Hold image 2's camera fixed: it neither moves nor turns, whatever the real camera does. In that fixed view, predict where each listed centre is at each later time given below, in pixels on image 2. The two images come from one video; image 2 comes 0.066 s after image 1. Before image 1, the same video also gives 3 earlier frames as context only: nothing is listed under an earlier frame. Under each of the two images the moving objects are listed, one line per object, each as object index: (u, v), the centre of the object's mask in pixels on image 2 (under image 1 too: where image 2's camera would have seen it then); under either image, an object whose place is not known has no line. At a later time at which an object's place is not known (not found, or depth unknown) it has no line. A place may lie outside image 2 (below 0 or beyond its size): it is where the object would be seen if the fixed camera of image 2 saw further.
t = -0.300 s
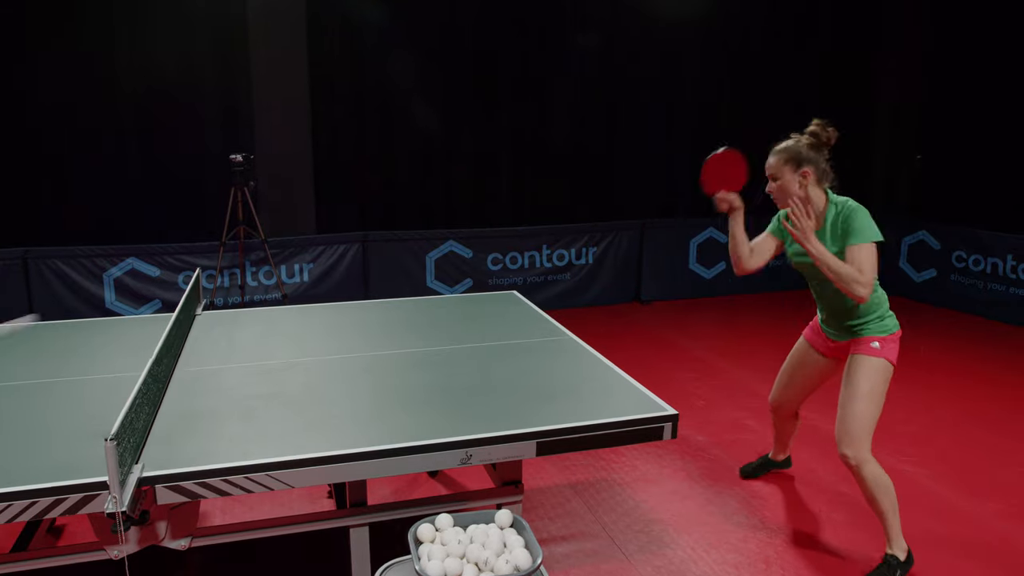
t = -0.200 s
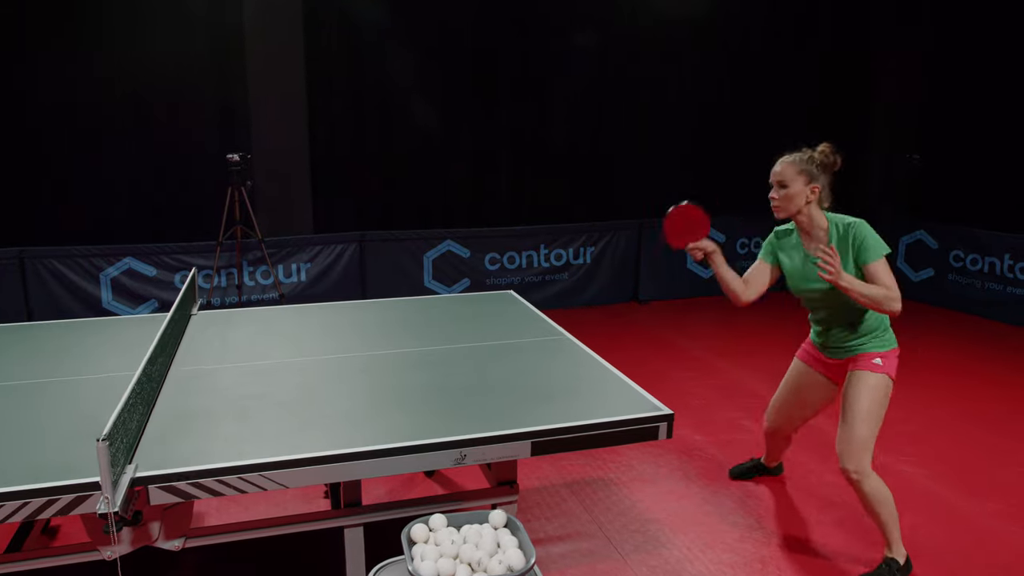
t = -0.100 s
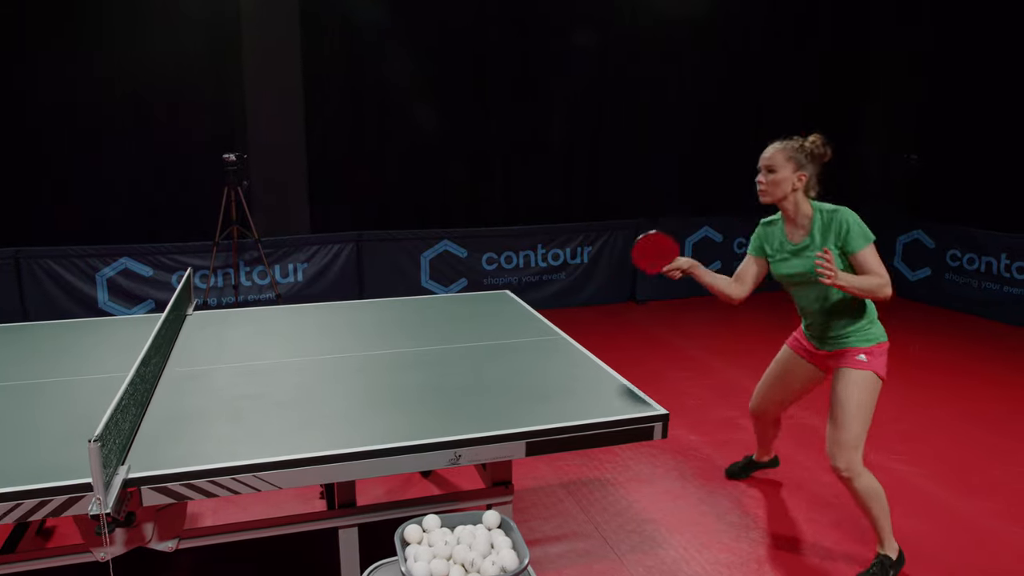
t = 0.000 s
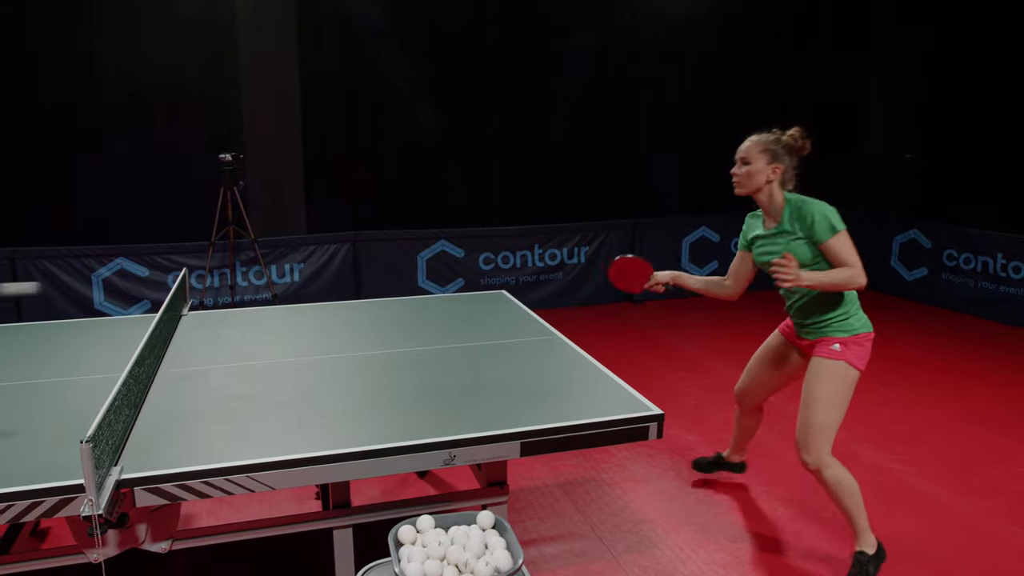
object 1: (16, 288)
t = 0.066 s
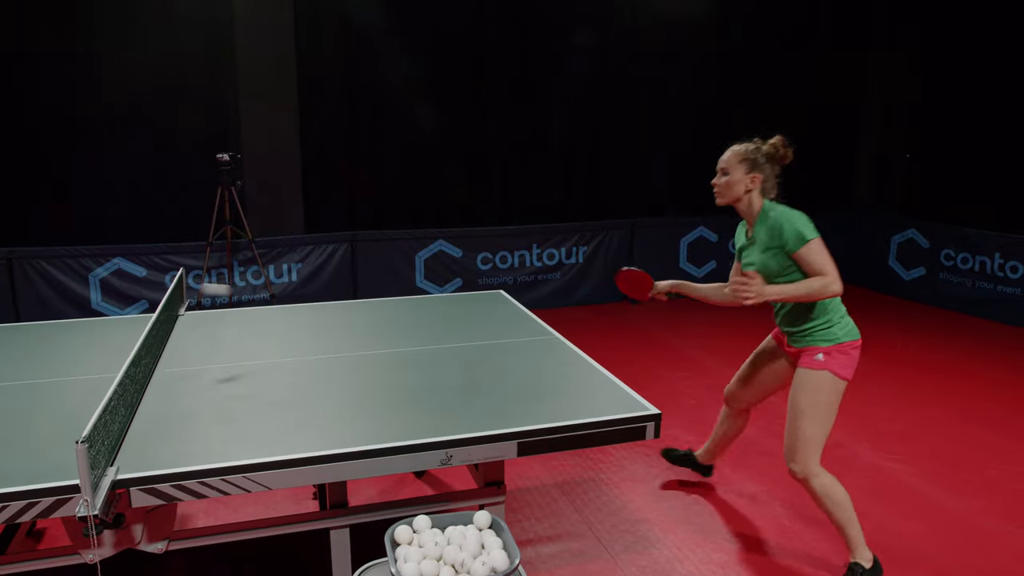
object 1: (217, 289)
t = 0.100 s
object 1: (293, 296)
